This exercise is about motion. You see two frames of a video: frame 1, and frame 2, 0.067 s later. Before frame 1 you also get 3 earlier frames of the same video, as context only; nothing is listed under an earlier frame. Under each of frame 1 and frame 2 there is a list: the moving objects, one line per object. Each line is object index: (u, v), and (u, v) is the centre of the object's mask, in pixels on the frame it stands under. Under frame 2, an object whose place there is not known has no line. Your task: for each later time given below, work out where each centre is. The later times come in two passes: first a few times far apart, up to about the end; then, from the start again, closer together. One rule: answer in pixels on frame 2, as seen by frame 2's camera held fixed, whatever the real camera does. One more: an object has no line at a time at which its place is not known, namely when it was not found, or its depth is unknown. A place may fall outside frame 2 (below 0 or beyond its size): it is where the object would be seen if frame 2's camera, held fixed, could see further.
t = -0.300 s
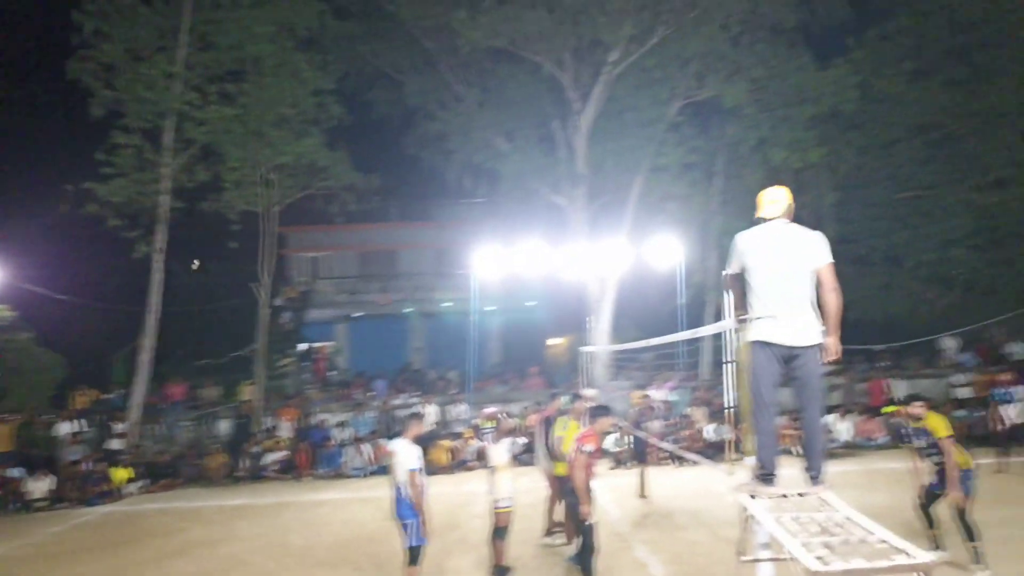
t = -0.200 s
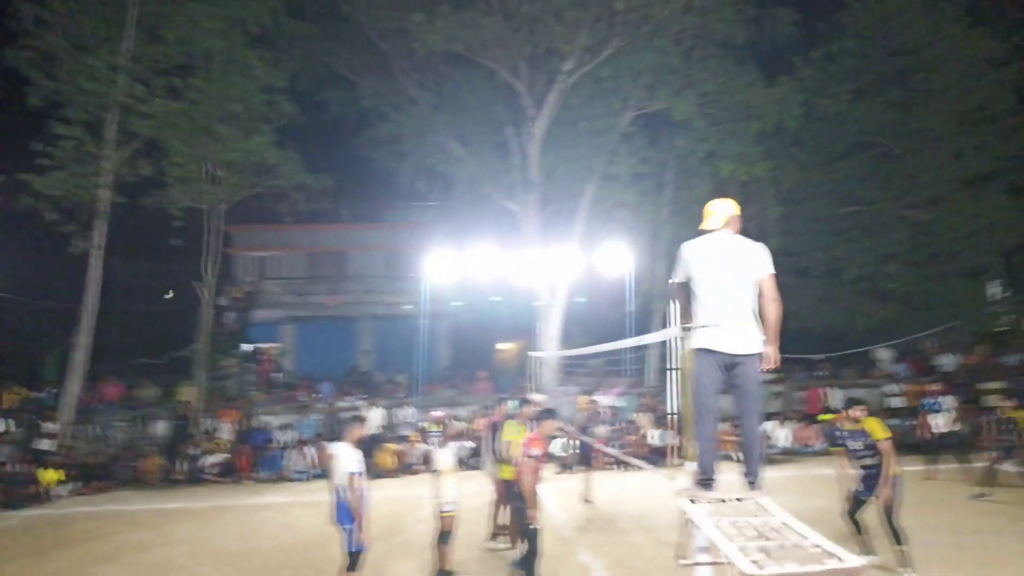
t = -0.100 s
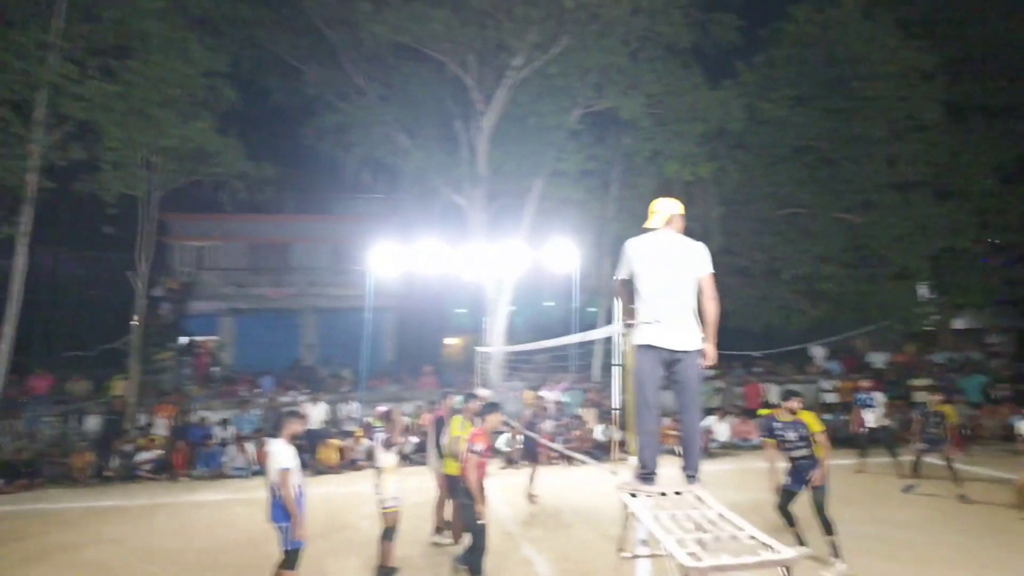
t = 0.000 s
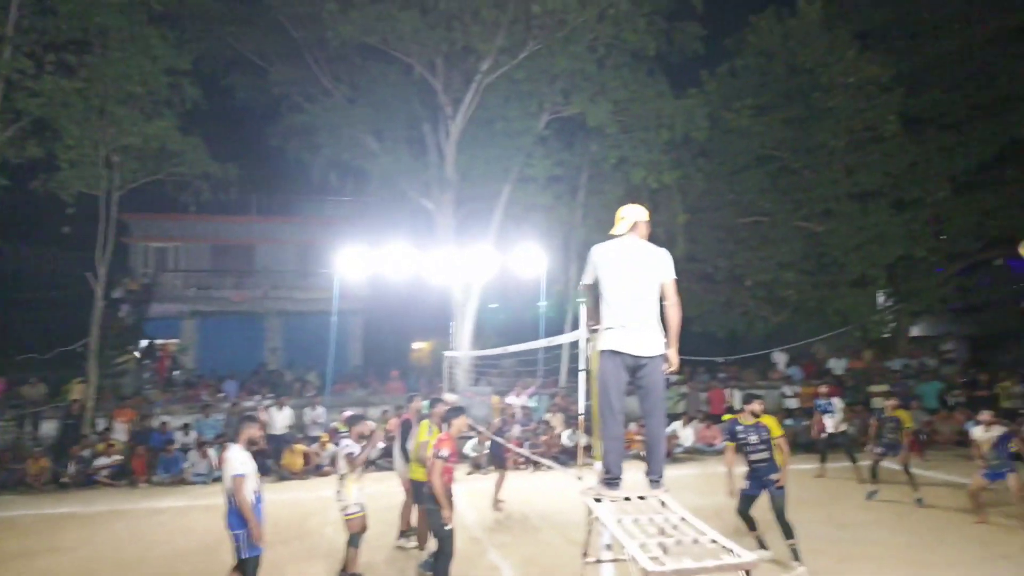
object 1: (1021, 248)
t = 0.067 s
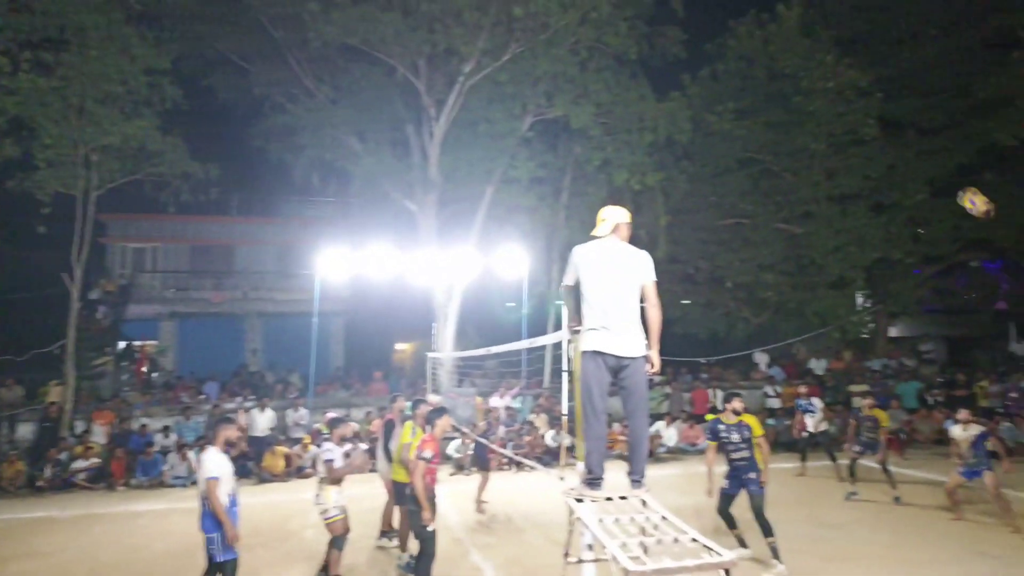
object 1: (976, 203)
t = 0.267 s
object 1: (887, 89)
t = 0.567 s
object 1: (783, 5)
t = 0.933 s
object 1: (688, 8)
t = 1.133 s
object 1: (649, 42)
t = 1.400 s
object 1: (600, 135)
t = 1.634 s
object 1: (562, 244)
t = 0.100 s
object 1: (959, 180)
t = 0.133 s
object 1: (945, 160)
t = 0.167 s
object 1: (930, 141)
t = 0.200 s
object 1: (913, 120)
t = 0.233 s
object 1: (900, 103)
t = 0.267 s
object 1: (887, 89)
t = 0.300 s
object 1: (874, 73)
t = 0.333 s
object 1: (860, 59)
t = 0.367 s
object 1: (849, 48)
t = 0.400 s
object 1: (839, 38)
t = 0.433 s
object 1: (826, 28)
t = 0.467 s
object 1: (815, 18)
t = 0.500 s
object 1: (805, 12)
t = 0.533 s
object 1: (794, 7)
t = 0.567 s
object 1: (783, 5)
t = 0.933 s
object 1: (688, 8)
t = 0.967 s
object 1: (681, 10)
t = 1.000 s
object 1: (675, 12)
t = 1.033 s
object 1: (668, 17)
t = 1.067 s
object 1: (662, 25)
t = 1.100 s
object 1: (656, 32)
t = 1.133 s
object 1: (649, 42)
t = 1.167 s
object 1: (642, 51)
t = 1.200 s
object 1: (636, 61)
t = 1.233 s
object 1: (630, 72)
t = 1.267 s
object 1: (624, 82)
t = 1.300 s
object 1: (618, 95)
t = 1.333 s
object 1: (612, 108)
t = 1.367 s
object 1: (607, 120)
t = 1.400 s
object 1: (600, 135)
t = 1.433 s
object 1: (595, 148)
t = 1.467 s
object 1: (590, 163)
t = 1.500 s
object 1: (584, 180)
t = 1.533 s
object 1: (578, 194)
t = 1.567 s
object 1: (573, 211)
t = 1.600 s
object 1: (567, 228)
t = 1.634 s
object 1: (562, 244)
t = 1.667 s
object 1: (555, 265)
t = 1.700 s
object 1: (550, 280)
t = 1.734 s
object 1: (545, 301)
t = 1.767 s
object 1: (539, 320)
